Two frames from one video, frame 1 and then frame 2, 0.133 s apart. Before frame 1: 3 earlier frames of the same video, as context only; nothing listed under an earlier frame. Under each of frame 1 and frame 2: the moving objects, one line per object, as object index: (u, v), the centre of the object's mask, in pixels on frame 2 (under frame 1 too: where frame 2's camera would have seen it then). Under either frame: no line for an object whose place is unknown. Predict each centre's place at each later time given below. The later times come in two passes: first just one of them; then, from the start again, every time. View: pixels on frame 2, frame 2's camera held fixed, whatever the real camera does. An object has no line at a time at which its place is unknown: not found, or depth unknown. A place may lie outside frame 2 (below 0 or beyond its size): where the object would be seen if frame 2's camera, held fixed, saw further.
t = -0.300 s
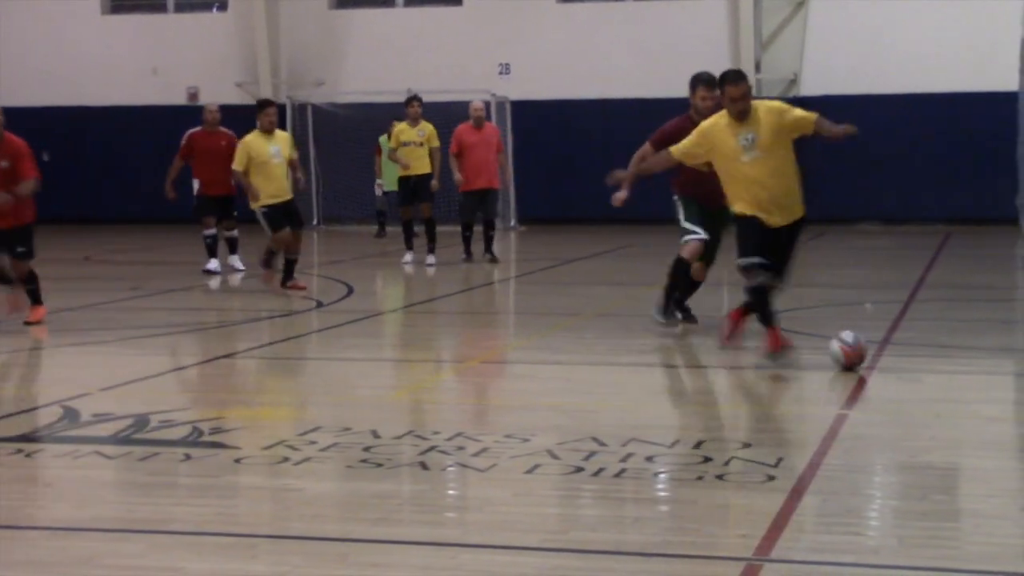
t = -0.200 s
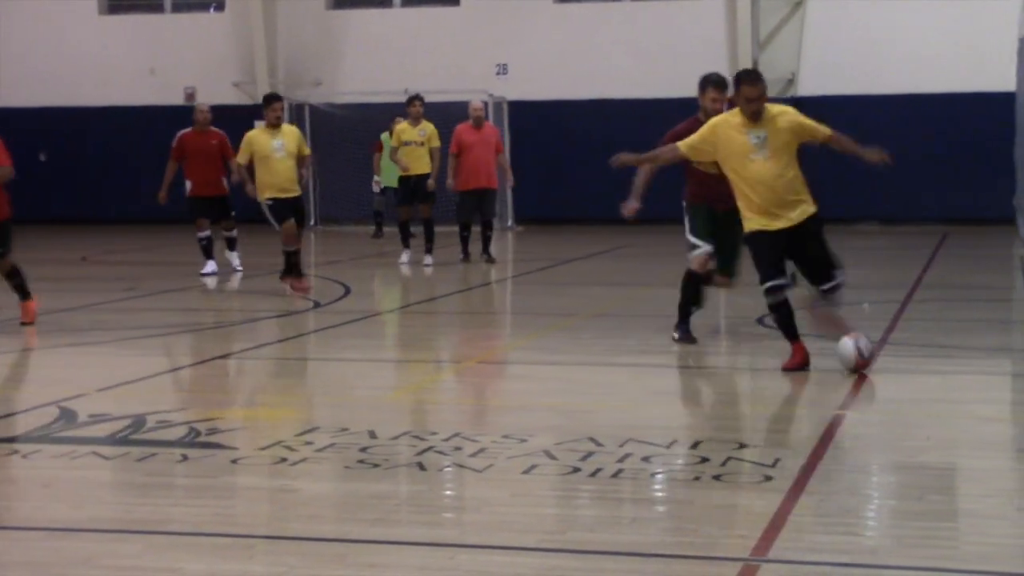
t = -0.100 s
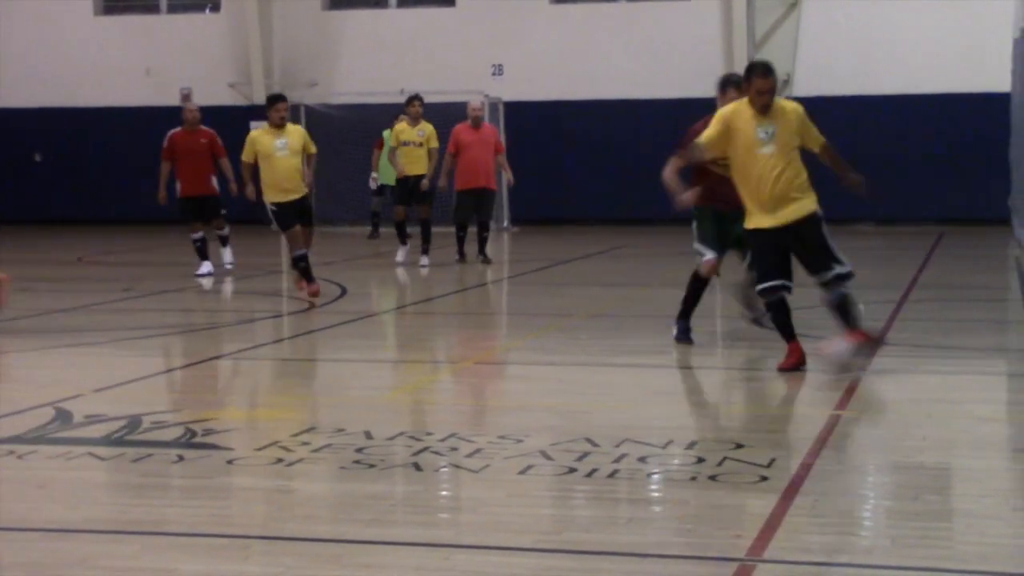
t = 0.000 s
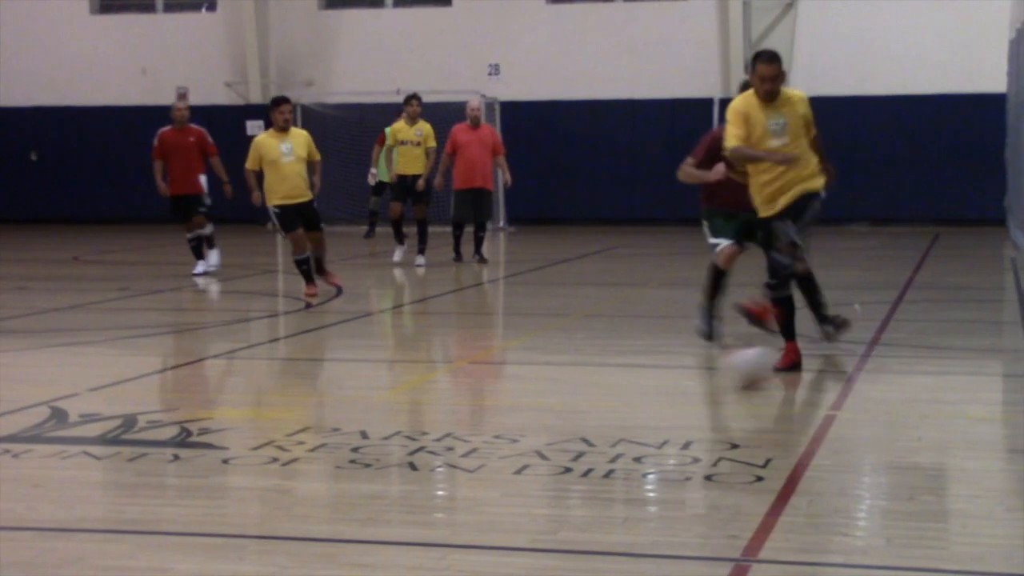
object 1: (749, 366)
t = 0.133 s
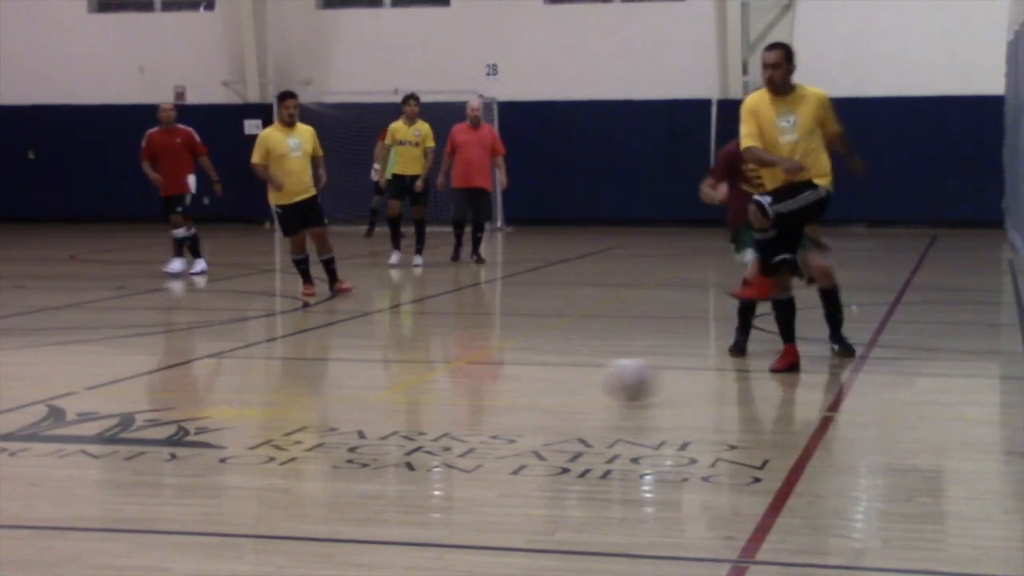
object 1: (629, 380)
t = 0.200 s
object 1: (576, 384)
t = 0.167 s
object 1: (604, 380)
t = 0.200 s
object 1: (576, 384)
